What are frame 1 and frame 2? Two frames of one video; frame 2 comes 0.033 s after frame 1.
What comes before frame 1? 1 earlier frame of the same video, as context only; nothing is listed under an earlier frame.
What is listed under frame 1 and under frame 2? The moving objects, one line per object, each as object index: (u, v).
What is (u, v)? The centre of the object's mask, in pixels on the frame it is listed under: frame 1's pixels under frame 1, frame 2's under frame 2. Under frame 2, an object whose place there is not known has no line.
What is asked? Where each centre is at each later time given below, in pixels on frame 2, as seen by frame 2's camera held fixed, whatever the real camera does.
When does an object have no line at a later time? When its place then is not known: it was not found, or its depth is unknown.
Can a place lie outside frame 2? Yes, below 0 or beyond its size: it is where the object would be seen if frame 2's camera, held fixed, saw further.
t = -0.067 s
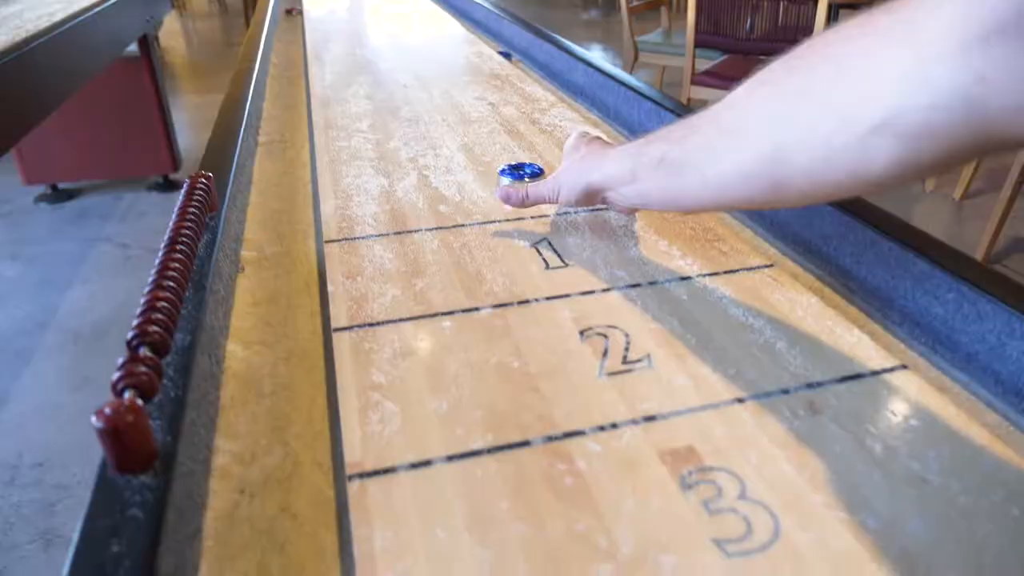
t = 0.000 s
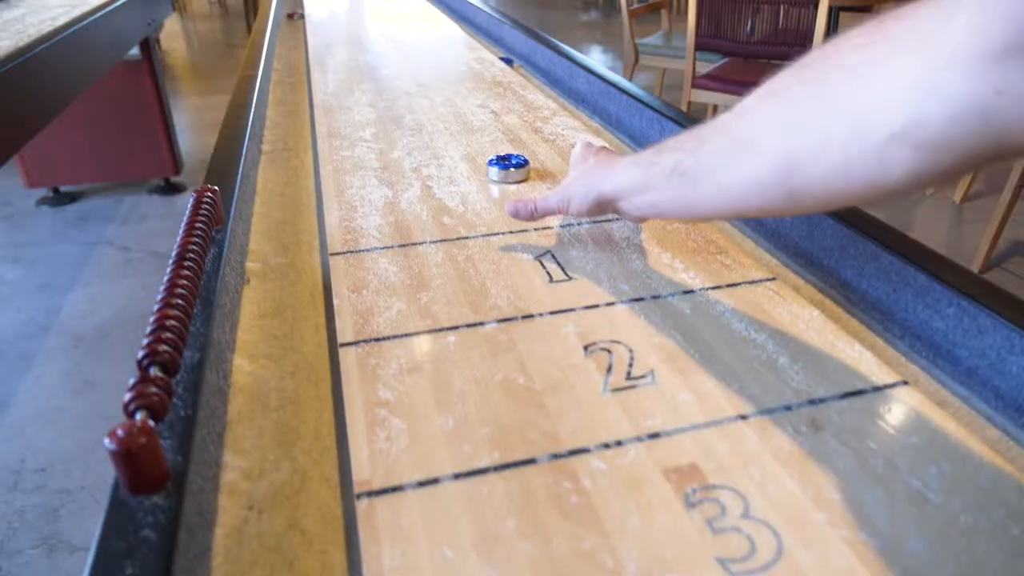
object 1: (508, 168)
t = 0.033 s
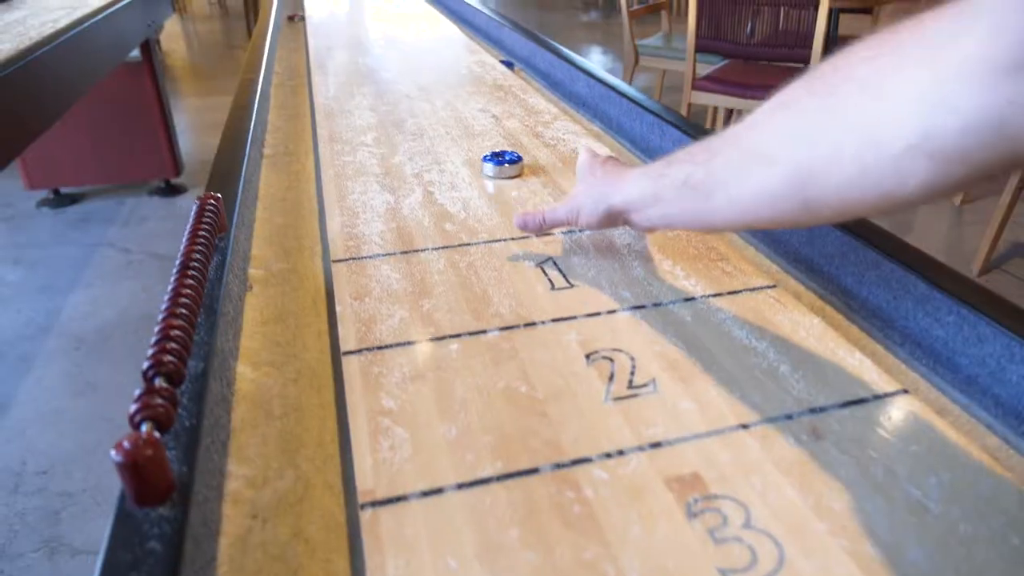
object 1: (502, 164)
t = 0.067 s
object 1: (495, 155)
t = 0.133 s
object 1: (484, 139)
